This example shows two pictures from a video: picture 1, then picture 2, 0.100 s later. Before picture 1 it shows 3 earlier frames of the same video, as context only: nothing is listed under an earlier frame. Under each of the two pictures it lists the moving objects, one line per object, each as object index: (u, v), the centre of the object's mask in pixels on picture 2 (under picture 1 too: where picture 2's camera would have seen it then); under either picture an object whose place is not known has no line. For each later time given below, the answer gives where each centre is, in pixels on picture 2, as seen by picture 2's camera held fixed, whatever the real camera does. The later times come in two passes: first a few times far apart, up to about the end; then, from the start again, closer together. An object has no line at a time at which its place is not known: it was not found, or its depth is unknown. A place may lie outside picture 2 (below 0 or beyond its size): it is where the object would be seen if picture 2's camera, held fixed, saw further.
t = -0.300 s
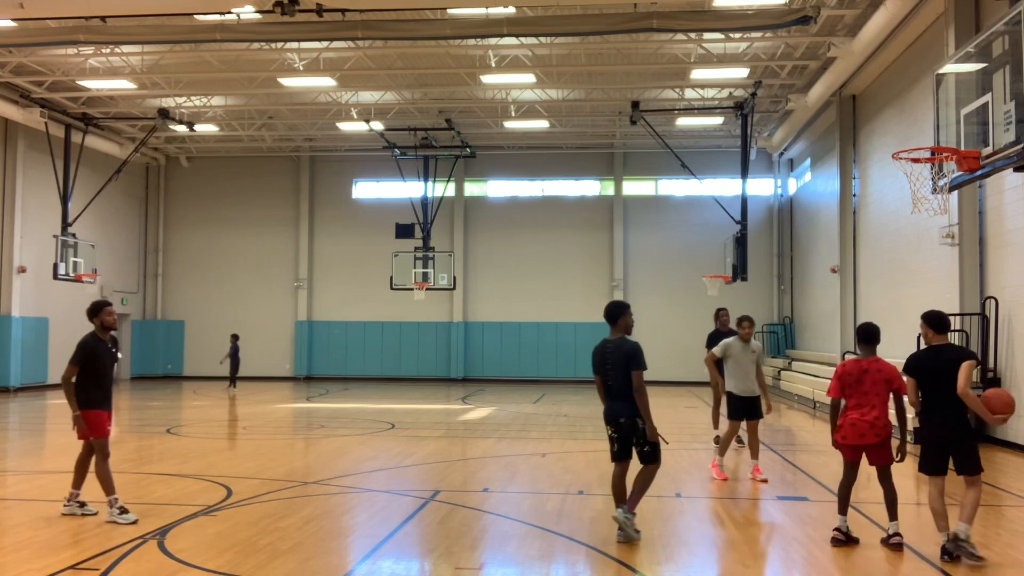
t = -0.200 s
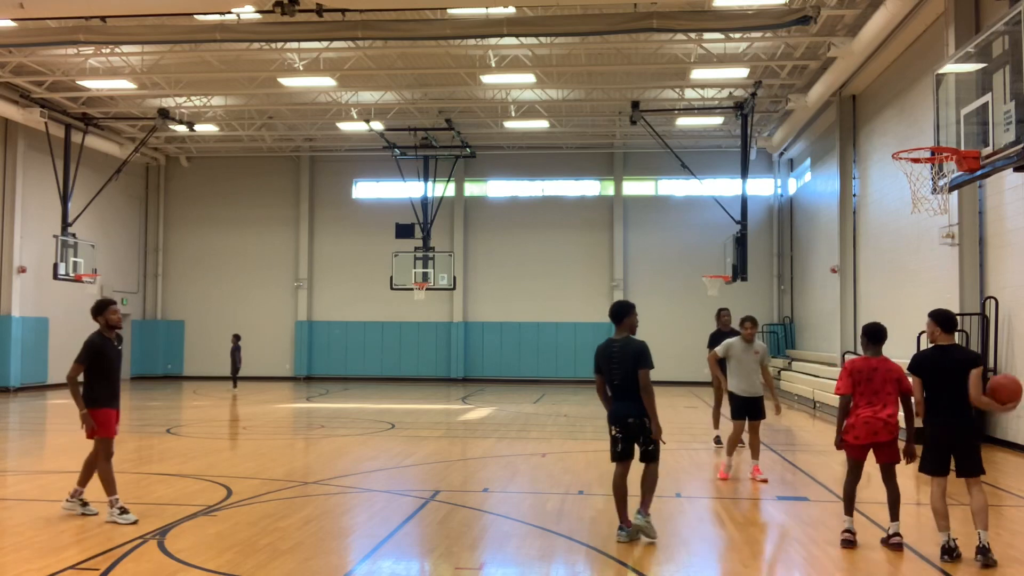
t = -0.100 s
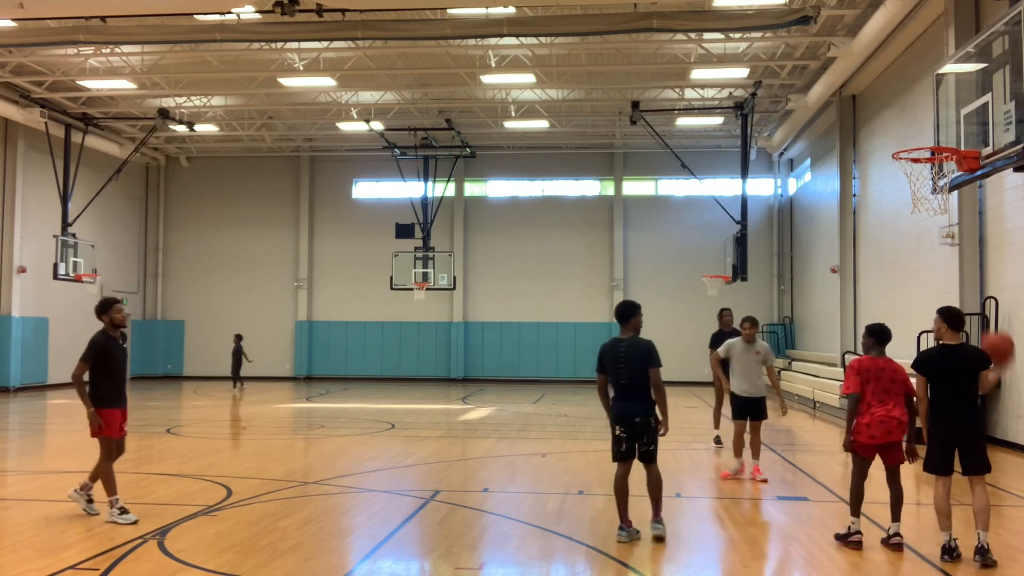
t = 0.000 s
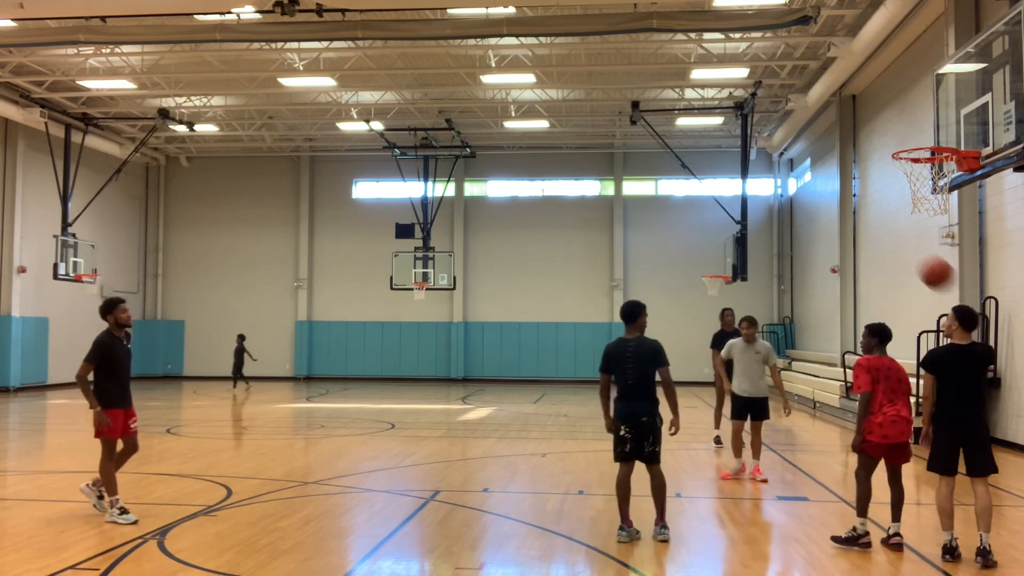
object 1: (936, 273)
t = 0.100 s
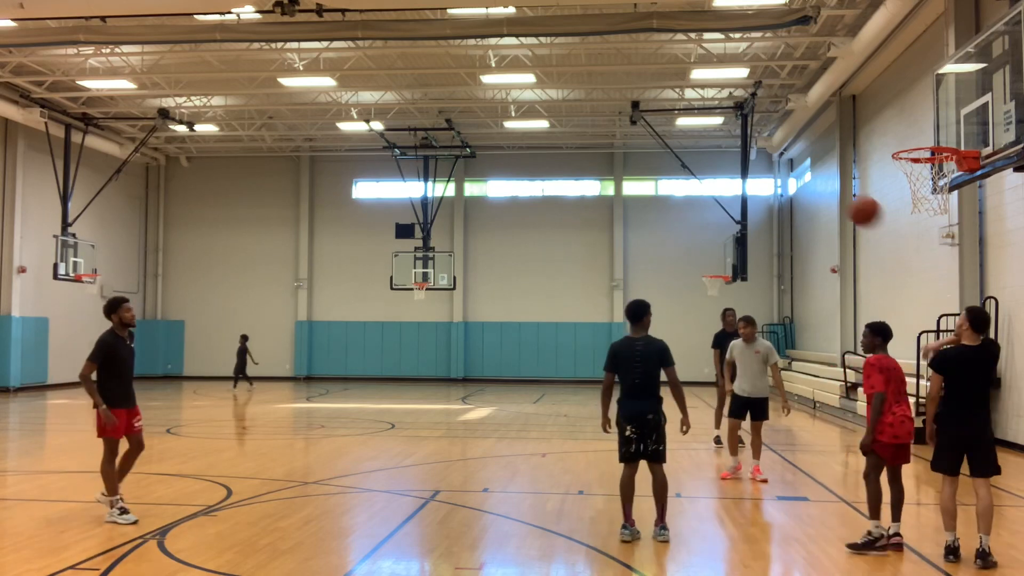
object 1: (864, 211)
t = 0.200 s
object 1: (794, 163)
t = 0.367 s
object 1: (687, 114)
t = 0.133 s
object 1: (843, 196)
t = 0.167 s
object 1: (818, 176)
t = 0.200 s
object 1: (794, 163)
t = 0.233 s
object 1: (772, 150)
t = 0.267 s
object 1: (751, 139)
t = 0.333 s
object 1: (710, 122)
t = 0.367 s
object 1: (687, 114)
